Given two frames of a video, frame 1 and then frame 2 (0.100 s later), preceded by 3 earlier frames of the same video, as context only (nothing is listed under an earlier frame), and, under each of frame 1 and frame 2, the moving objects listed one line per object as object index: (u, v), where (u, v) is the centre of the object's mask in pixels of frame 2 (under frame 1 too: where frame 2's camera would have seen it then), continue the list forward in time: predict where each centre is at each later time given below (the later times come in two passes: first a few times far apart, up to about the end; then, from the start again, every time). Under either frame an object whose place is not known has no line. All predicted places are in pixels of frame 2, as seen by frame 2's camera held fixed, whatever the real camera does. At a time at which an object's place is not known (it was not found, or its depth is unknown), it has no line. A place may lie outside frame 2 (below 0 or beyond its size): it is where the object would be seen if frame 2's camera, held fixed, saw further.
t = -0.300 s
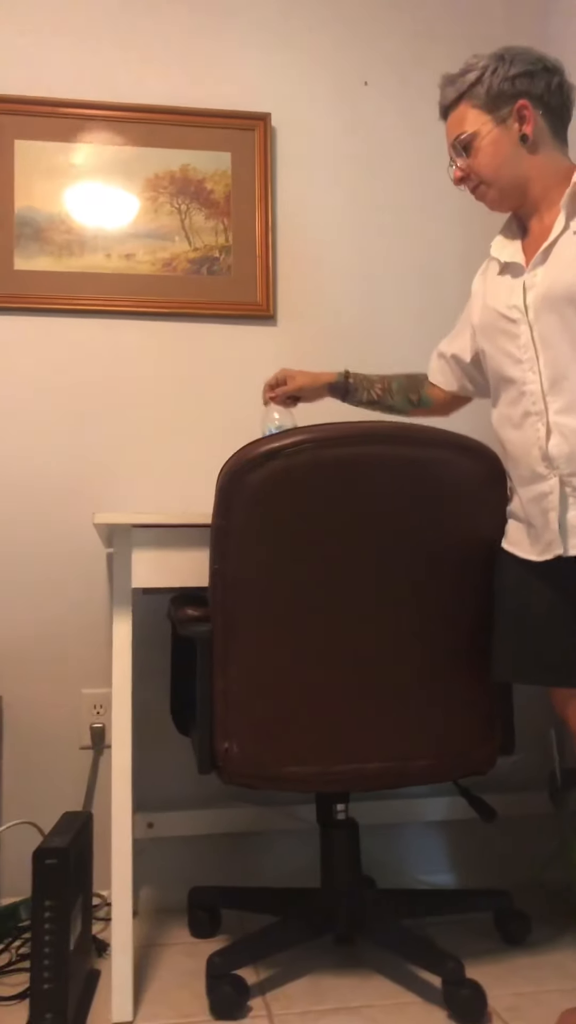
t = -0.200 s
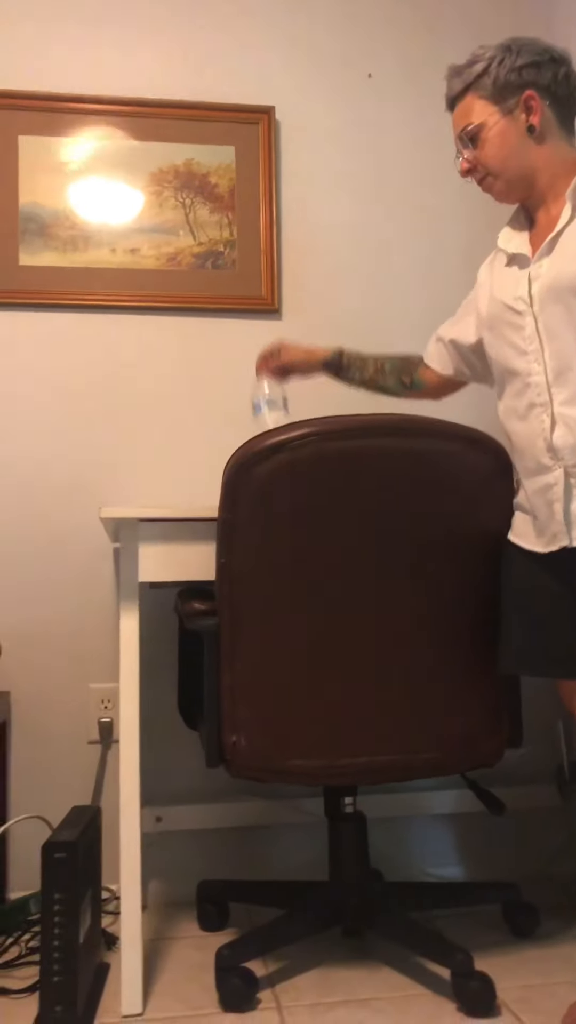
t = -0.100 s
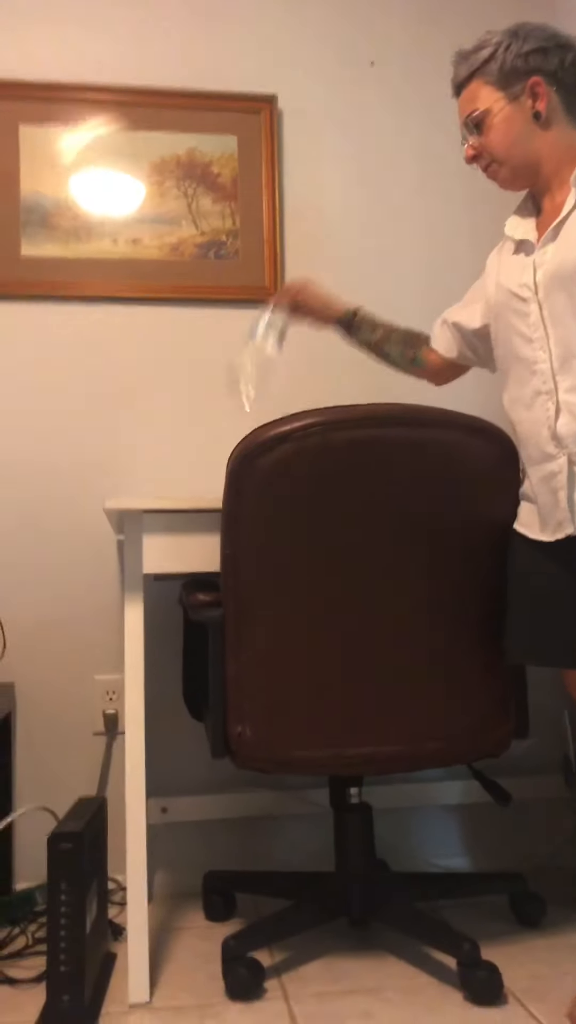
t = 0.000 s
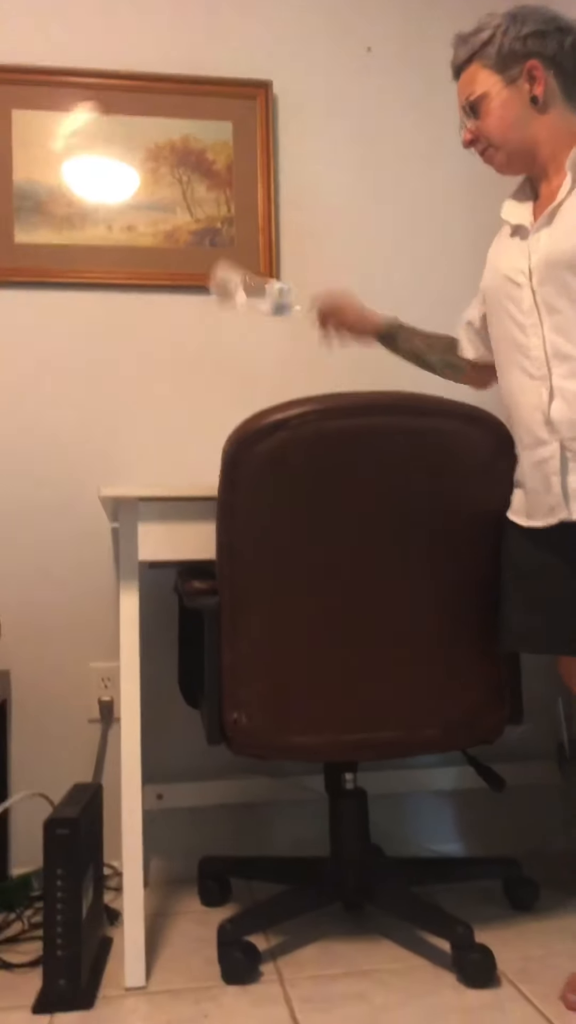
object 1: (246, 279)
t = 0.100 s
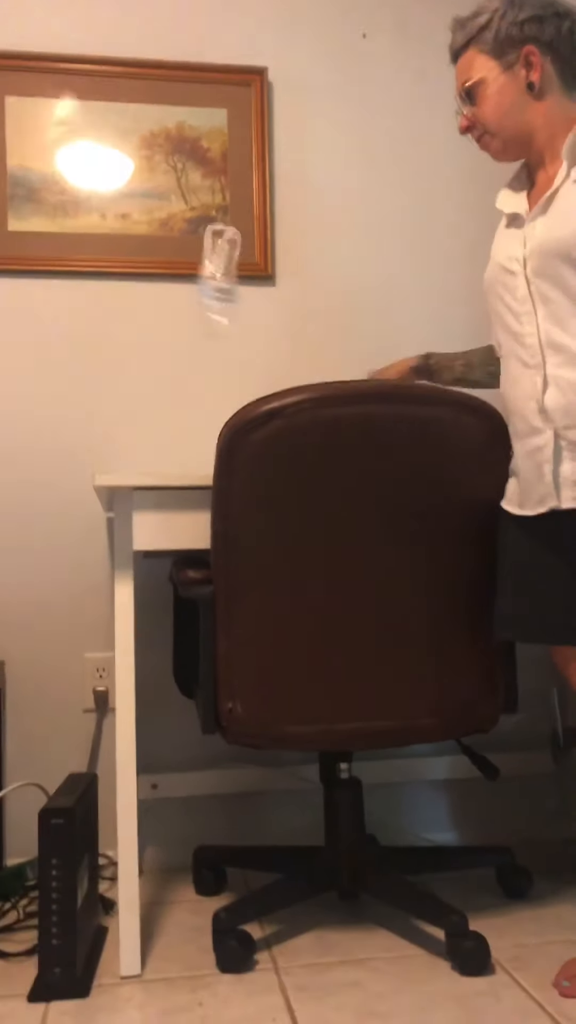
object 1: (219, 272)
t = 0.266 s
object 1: (187, 320)
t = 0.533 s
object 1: (173, 462)
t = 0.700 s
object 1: (171, 462)
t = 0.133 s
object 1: (211, 266)
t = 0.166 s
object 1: (195, 277)
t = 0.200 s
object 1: (194, 284)
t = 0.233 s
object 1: (190, 299)
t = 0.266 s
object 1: (187, 320)
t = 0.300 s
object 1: (186, 348)
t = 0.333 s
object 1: (186, 382)
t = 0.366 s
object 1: (185, 425)
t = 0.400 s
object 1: (183, 457)
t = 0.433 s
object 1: (180, 462)
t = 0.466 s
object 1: (177, 460)
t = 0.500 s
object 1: (175, 460)
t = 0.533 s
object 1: (173, 462)
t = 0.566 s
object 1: (170, 462)
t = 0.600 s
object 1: (170, 462)
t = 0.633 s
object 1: (170, 462)
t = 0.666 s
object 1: (170, 462)
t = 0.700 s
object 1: (171, 462)
